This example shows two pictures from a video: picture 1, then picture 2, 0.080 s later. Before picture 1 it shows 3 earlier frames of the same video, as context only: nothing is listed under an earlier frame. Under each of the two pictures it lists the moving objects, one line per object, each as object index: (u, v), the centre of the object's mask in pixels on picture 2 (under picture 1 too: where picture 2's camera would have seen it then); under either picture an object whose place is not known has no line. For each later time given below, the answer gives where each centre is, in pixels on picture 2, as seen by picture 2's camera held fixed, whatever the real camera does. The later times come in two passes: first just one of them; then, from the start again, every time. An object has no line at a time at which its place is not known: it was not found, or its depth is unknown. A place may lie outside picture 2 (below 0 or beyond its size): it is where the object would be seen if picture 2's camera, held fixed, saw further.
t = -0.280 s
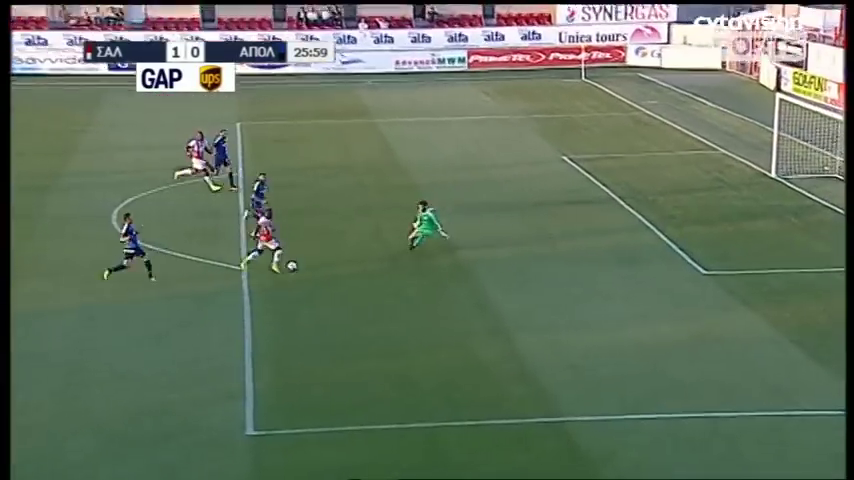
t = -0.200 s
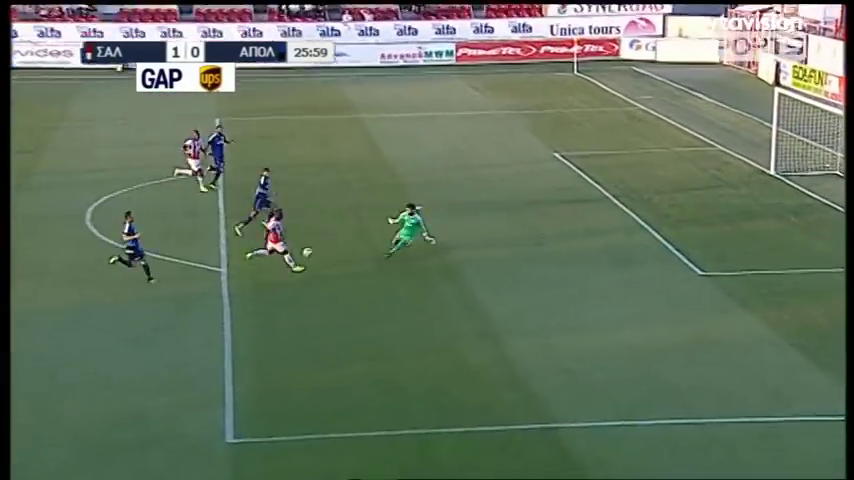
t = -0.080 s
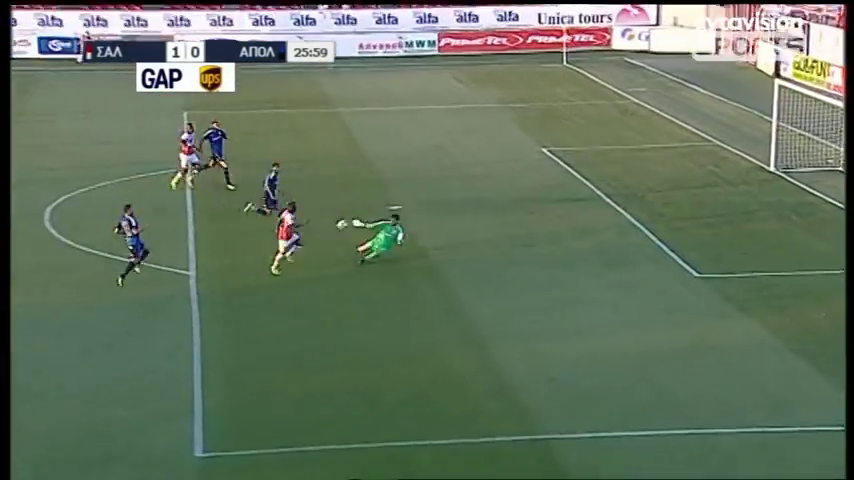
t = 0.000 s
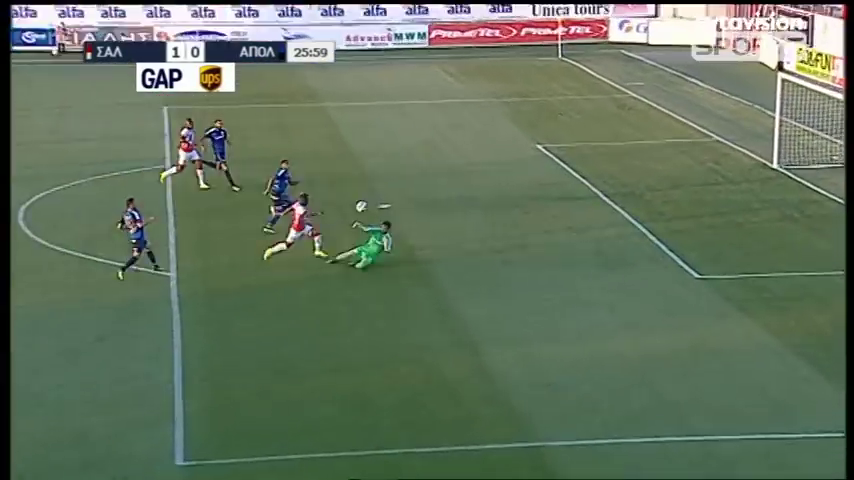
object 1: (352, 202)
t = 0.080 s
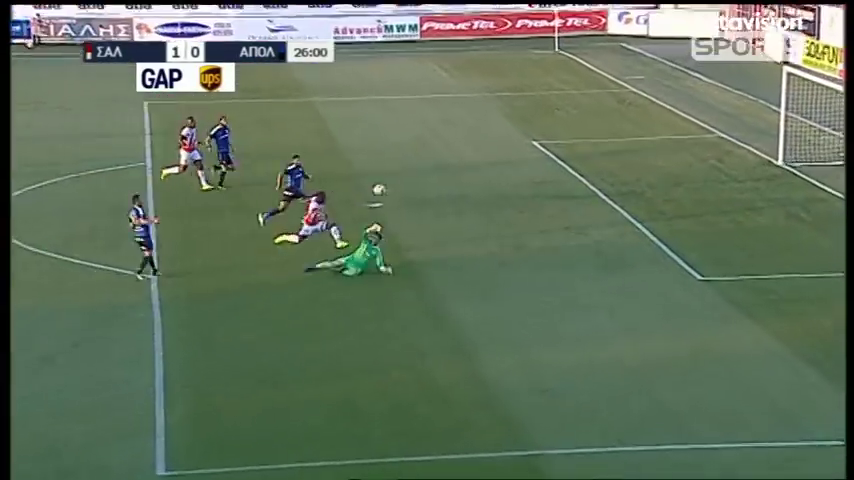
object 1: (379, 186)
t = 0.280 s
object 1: (447, 161)
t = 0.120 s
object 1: (393, 178)
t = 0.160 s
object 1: (406, 173)
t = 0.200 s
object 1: (419, 168)
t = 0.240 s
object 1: (433, 164)
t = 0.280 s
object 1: (447, 161)
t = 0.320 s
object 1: (461, 158)
